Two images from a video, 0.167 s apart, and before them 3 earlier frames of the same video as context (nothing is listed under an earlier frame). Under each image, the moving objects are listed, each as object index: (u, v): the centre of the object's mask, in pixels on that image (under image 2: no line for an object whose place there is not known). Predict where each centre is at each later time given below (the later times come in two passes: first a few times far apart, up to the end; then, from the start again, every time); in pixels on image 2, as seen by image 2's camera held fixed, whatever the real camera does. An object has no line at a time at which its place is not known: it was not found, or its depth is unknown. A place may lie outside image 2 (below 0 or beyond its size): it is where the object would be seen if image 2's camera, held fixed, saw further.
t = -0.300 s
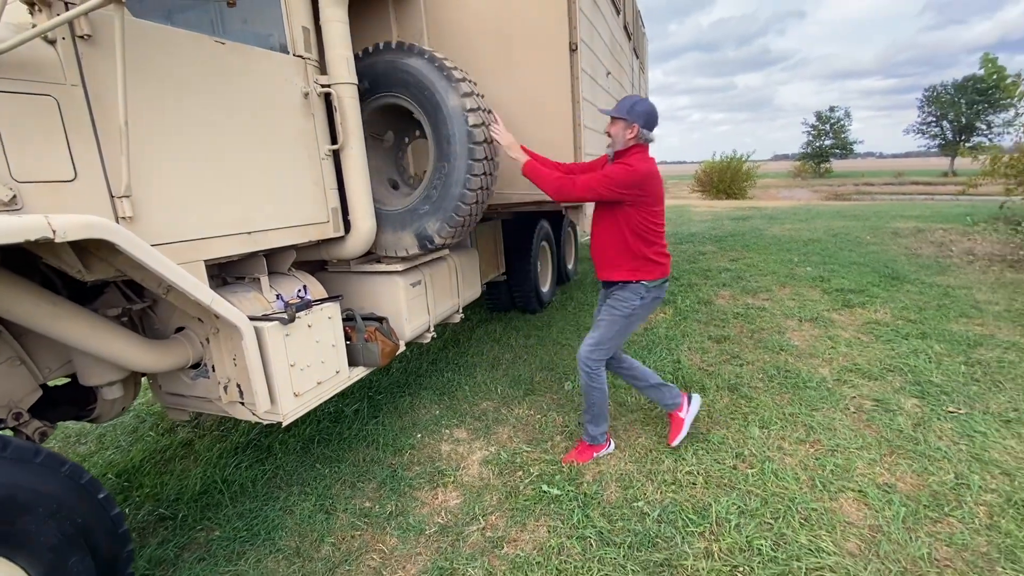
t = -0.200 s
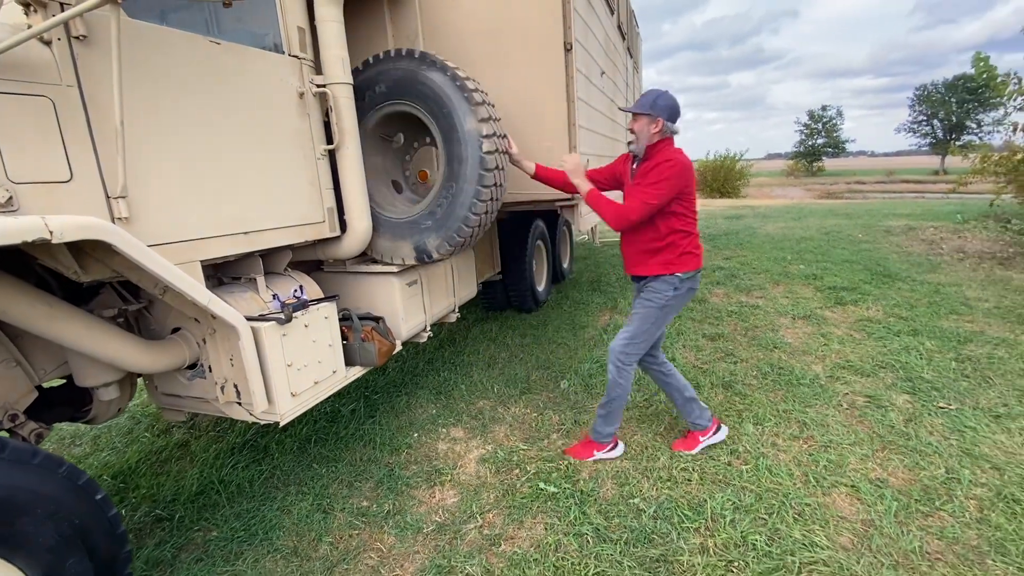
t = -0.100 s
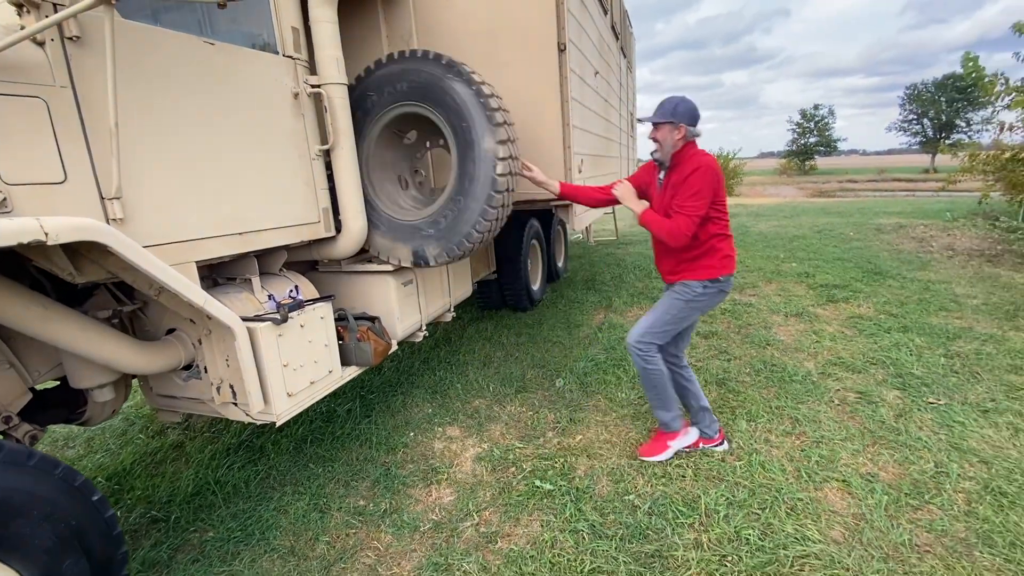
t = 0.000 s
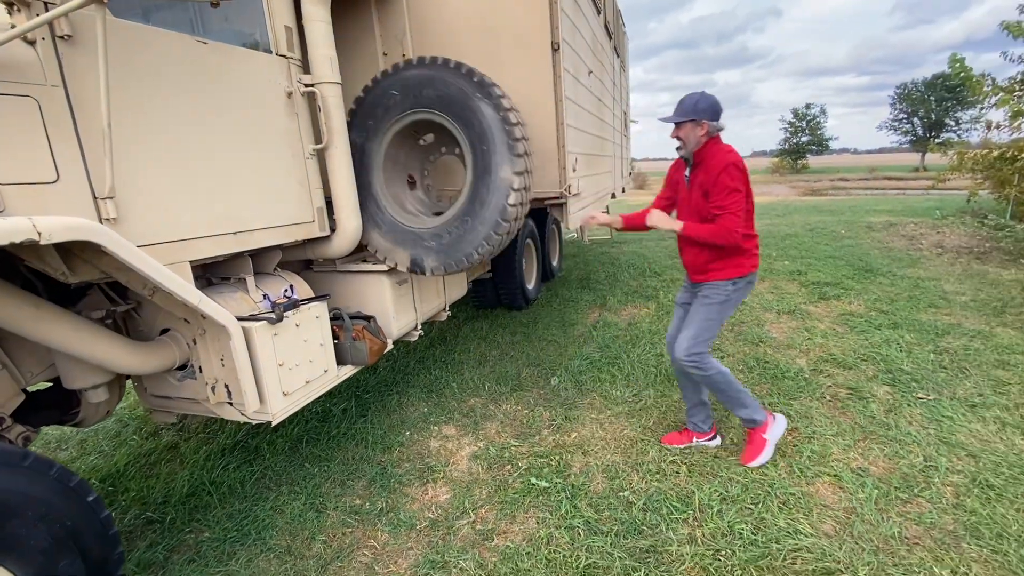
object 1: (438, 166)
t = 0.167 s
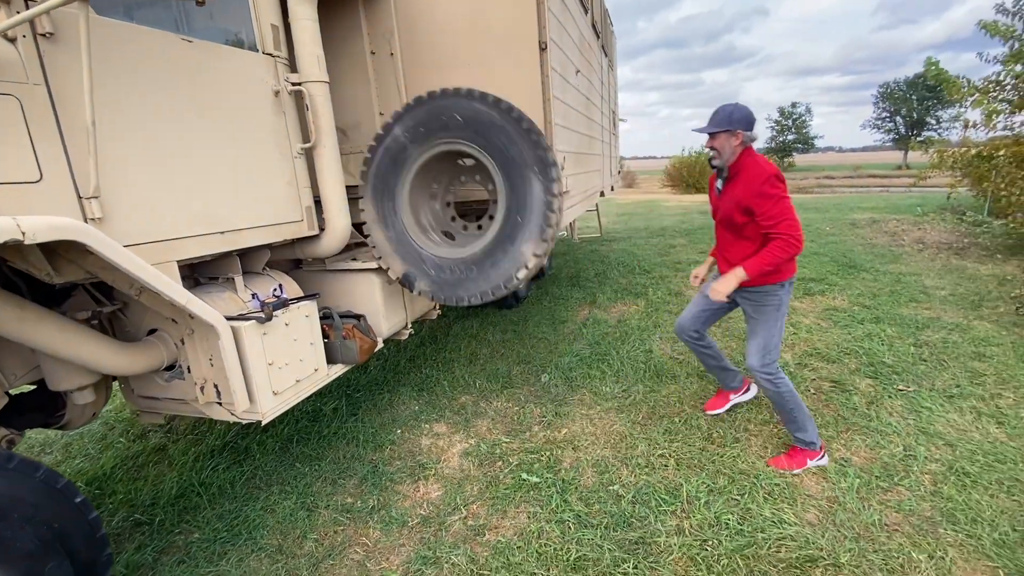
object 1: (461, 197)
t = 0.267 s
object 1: (486, 238)
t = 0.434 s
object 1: (530, 344)
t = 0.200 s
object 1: (469, 209)
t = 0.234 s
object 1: (478, 222)
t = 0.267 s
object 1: (486, 238)
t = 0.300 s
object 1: (495, 256)
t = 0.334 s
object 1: (504, 276)
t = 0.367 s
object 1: (513, 297)
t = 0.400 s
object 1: (522, 320)
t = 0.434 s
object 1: (530, 344)
